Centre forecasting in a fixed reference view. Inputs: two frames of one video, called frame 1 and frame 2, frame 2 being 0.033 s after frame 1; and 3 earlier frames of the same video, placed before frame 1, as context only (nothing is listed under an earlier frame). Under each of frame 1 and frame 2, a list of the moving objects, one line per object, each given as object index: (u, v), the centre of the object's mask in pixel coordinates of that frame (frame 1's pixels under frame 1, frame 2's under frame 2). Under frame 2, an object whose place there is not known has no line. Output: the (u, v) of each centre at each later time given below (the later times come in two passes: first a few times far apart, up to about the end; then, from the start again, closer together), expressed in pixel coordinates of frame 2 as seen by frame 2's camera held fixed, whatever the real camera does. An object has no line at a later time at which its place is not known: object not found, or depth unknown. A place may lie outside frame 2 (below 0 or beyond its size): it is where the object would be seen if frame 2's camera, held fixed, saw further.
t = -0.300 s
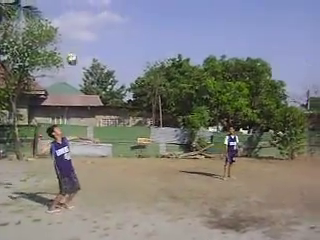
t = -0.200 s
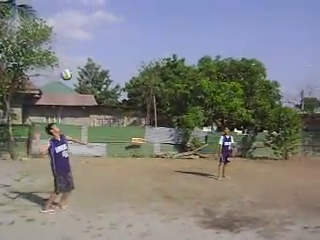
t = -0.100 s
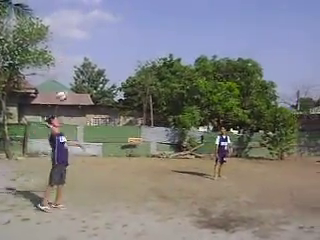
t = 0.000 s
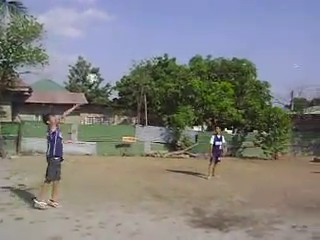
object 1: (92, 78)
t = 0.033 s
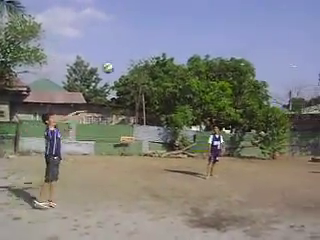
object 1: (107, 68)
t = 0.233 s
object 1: (210, 18)
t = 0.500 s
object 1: (318, -1)
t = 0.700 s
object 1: (381, 11)
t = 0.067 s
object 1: (125, 57)
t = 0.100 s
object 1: (143, 47)
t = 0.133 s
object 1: (160, 38)
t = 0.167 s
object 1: (177, 31)
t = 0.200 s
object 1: (194, 24)
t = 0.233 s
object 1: (210, 18)
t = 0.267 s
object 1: (225, 13)
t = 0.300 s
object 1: (240, 9)
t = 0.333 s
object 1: (254, 5)
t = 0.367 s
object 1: (268, 3)
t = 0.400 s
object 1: (282, 1)
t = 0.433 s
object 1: (294, 0)
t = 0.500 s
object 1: (318, -1)
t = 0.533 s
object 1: (330, 0)
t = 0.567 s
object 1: (341, 1)
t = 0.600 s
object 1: (352, 3)
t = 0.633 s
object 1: (362, 6)
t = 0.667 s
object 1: (372, 8)
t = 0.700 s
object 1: (381, 11)
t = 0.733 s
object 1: (389, 15)
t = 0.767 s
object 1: (398, 19)
